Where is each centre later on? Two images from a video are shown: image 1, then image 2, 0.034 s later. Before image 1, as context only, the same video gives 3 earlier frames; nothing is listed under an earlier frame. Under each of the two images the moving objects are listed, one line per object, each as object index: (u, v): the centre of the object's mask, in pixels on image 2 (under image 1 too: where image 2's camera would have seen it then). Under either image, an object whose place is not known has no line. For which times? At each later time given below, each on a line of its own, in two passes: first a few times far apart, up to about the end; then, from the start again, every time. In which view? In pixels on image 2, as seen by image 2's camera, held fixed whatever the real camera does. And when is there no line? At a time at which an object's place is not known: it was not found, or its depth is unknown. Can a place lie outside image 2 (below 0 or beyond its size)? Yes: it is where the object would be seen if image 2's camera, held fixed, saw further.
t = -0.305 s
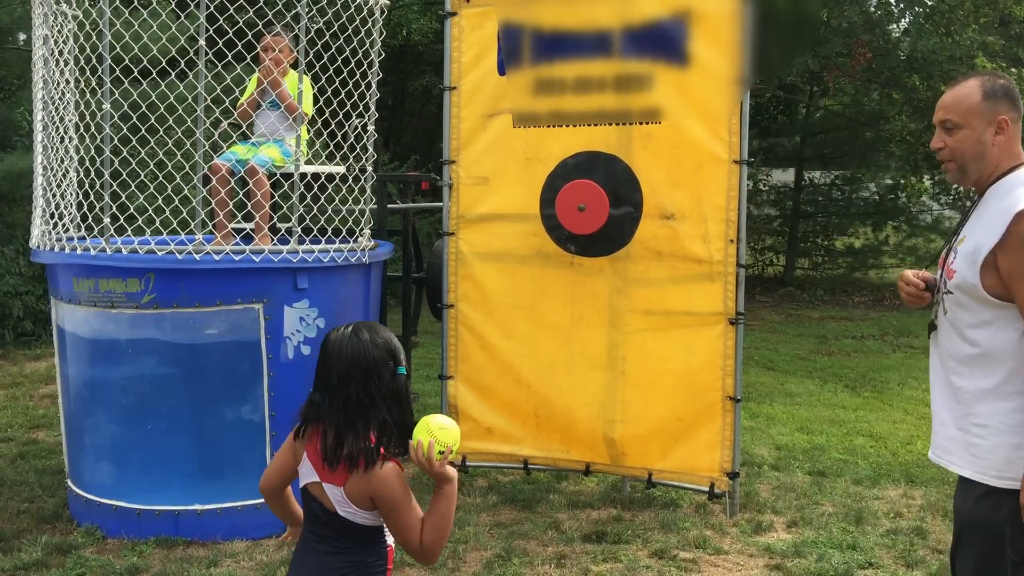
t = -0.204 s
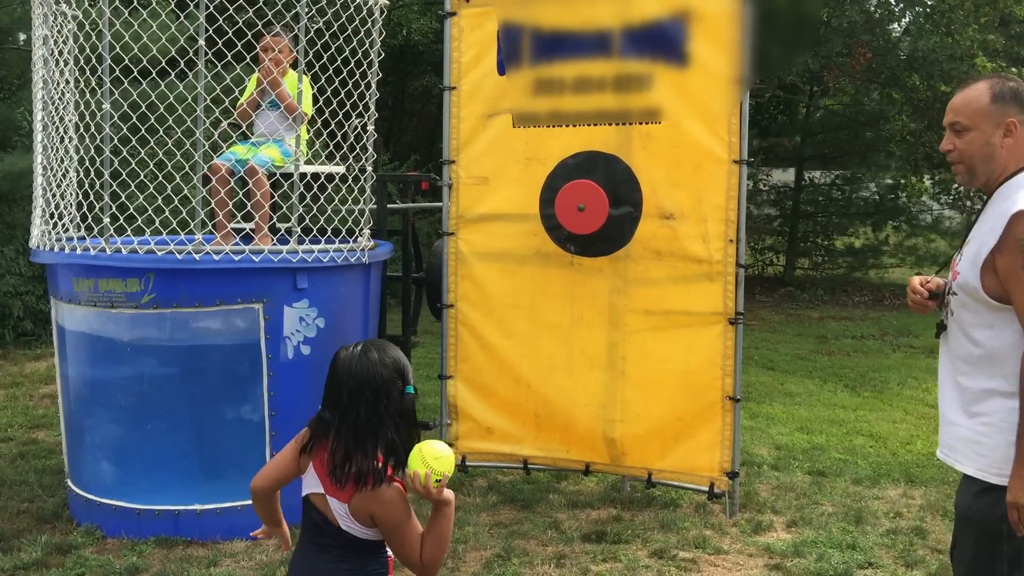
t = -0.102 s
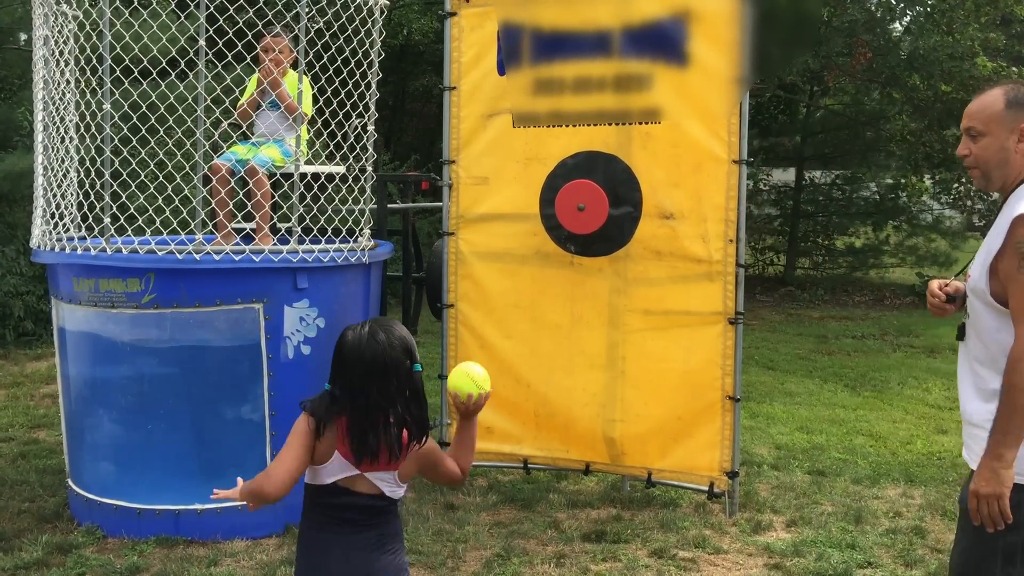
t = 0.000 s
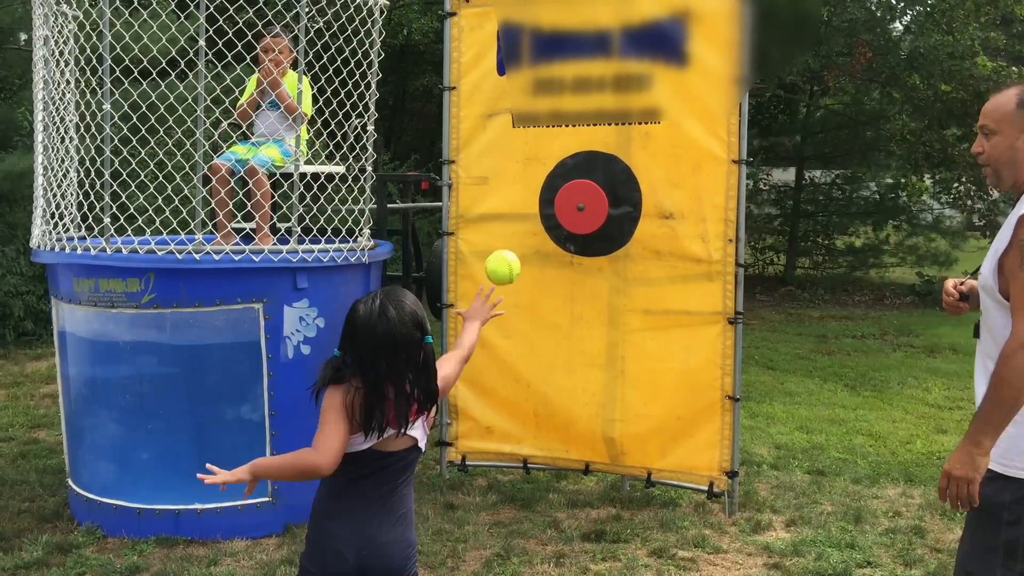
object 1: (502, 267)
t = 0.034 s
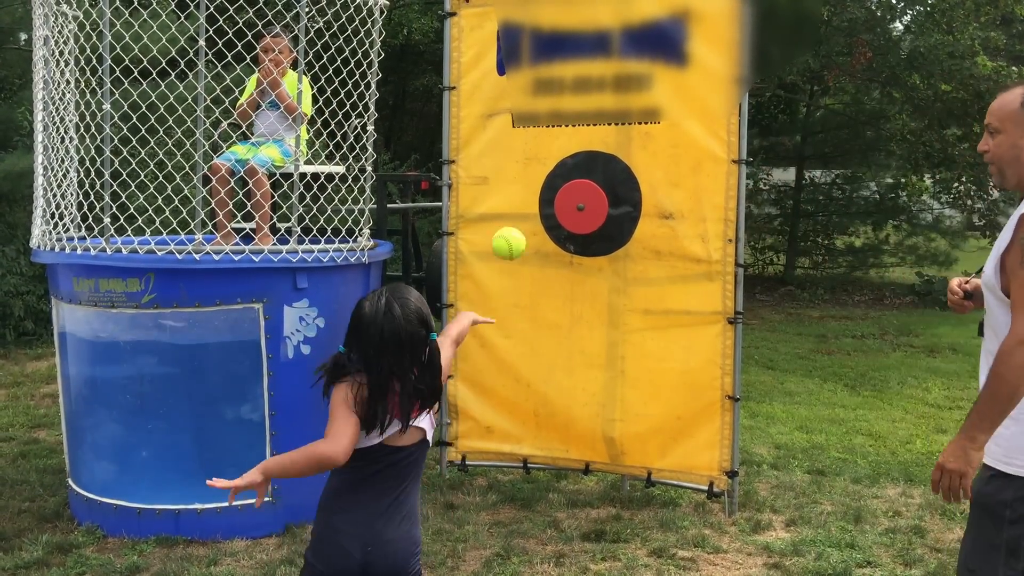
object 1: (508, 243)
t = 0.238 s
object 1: (535, 200)
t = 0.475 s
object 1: (537, 256)
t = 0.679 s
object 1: (511, 368)
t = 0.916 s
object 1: (485, 484)
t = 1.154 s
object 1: (470, 489)
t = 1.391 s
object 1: (448, 536)
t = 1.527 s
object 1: (435, 548)
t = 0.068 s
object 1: (514, 226)
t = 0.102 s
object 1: (519, 213)
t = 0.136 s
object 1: (524, 204)
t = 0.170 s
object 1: (528, 200)
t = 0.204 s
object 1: (531, 198)
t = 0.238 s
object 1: (535, 200)
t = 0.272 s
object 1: (538, 204)
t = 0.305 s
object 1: (540, 210)
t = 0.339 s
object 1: (542, 219)
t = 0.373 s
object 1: (544, 229)
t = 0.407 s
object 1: (544, 239)
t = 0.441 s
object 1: (541, 247)
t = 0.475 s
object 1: (537, 256)
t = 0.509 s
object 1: (533, 267)
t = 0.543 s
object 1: (529, 282)
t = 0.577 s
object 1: (525, 299)
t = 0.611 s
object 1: (520, 319)
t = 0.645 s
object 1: (516, 342)
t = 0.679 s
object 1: (511, 368)
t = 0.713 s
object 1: (506, 396)
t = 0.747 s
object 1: (502, 428)
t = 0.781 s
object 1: (497, 462)
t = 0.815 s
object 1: (491, 500)
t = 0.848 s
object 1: (489, 504)
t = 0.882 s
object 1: (487, 493)
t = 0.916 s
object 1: (485, 484)
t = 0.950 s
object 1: (483, 478)
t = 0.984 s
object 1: (481, 474)
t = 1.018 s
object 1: (479, 471)
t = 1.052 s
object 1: (477, 472)
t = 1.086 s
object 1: (475, 475)
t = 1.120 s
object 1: (473, 481)
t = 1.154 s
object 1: (470, 489)
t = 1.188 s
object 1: (467, 501)
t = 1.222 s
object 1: (465, 515)
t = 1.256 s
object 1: (462, 532)
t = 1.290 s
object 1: (459, 533)
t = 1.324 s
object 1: (455, 531)
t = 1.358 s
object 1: (452, 533)
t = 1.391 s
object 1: (448, 536)
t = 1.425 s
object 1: (444, 541)
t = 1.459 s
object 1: (441, 546)
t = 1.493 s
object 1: (438, 546)
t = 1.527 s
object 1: (435, 548)
